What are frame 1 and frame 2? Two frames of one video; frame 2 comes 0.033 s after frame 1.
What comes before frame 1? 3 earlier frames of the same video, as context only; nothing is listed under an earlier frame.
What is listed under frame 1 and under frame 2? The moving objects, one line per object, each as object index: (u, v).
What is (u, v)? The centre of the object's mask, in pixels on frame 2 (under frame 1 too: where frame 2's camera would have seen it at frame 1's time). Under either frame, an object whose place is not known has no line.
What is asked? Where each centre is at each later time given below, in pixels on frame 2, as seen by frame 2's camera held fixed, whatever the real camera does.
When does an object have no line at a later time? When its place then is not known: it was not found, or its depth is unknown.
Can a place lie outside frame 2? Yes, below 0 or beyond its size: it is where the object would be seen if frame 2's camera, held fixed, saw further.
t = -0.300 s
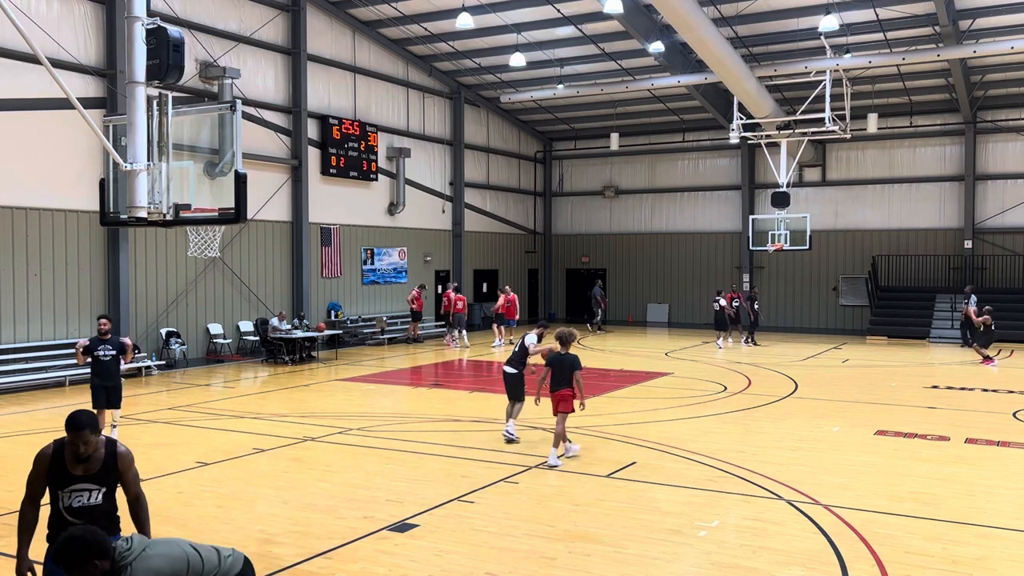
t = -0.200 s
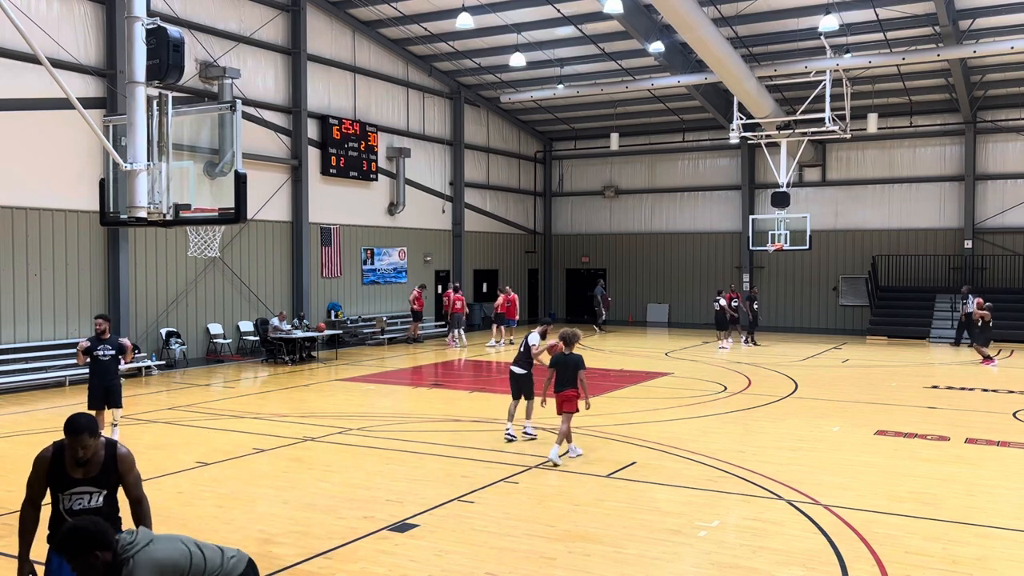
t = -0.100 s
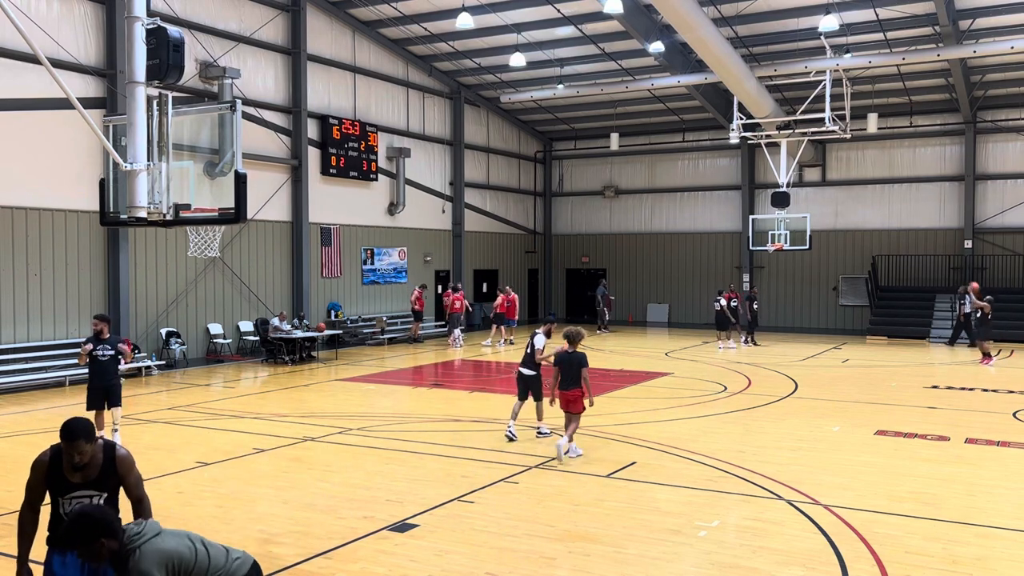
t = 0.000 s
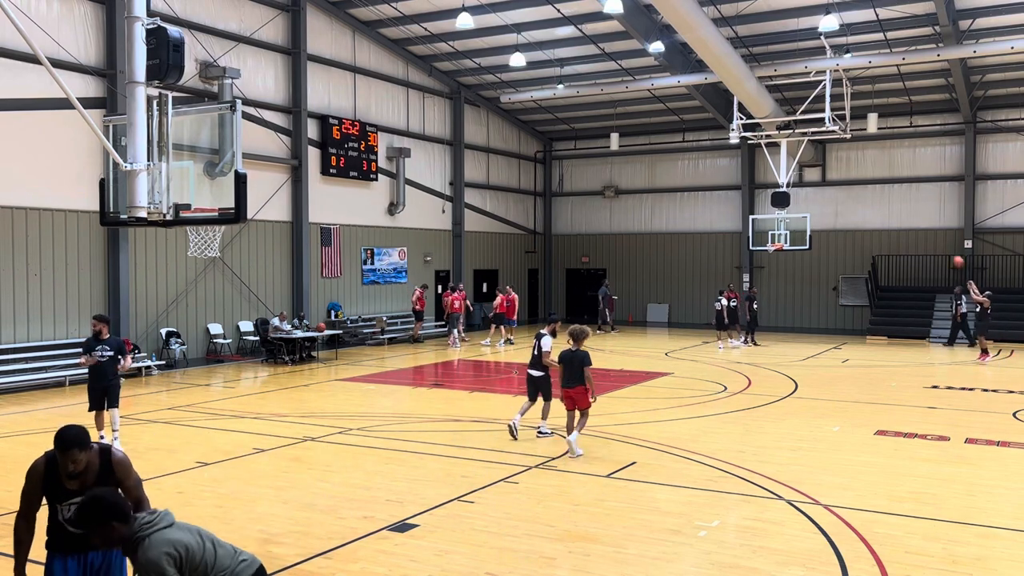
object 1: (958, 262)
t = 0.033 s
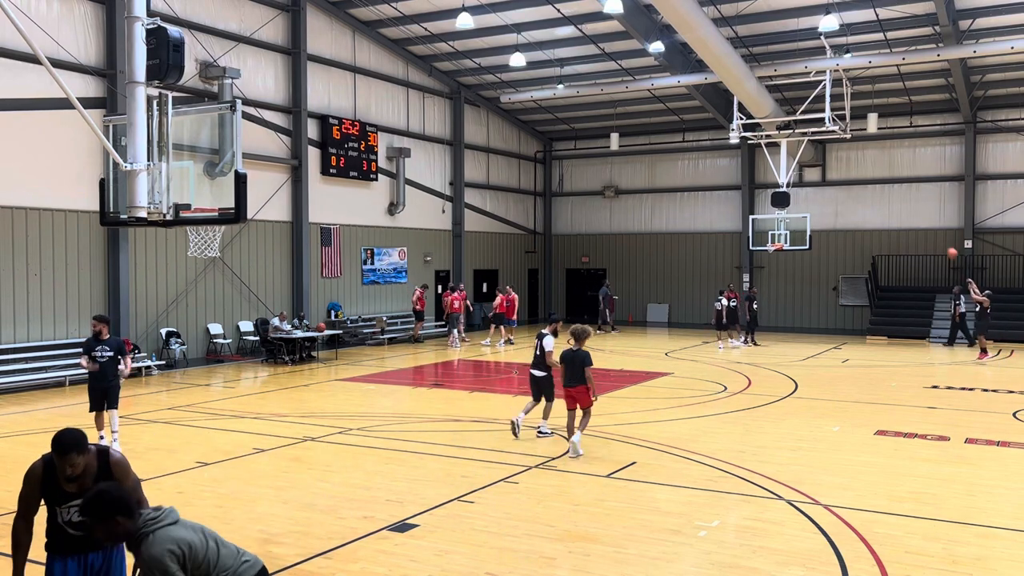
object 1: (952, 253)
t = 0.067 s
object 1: (946, 245)
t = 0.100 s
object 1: (940, 238)
